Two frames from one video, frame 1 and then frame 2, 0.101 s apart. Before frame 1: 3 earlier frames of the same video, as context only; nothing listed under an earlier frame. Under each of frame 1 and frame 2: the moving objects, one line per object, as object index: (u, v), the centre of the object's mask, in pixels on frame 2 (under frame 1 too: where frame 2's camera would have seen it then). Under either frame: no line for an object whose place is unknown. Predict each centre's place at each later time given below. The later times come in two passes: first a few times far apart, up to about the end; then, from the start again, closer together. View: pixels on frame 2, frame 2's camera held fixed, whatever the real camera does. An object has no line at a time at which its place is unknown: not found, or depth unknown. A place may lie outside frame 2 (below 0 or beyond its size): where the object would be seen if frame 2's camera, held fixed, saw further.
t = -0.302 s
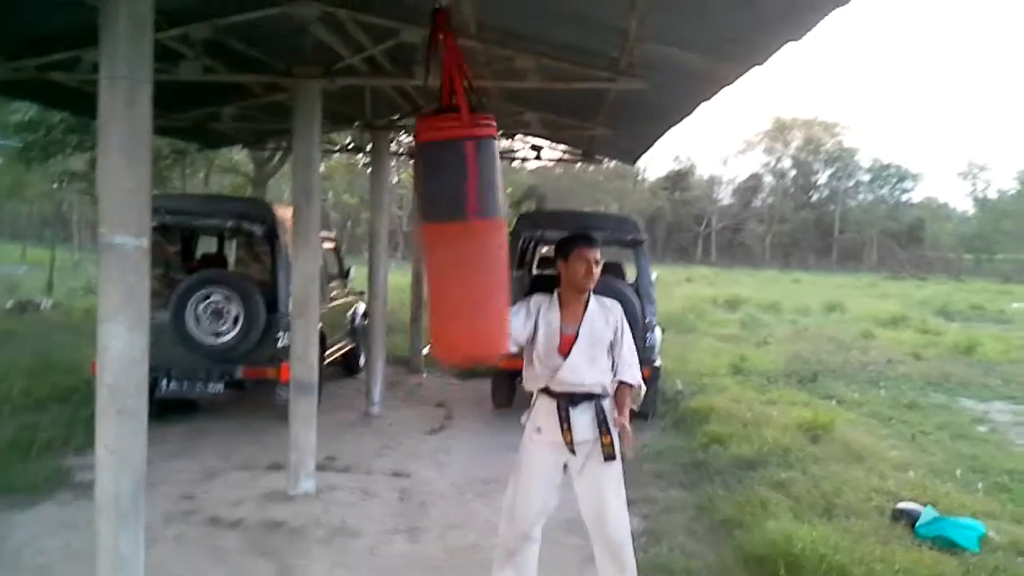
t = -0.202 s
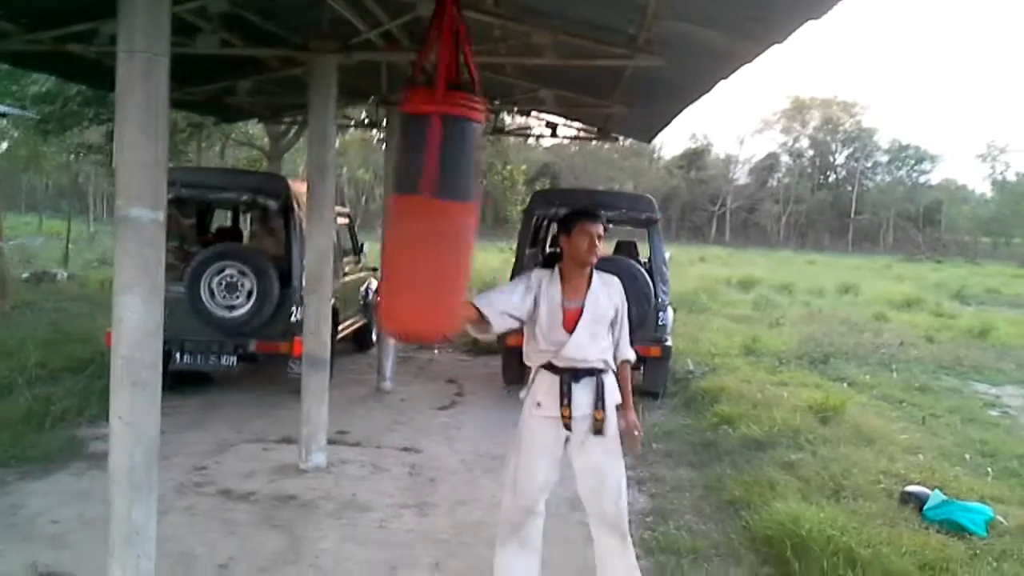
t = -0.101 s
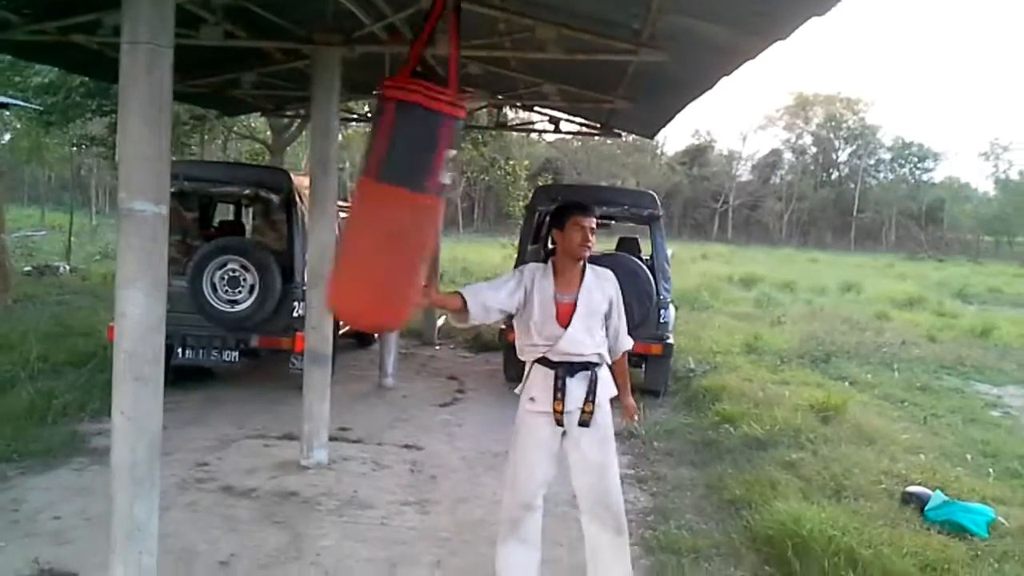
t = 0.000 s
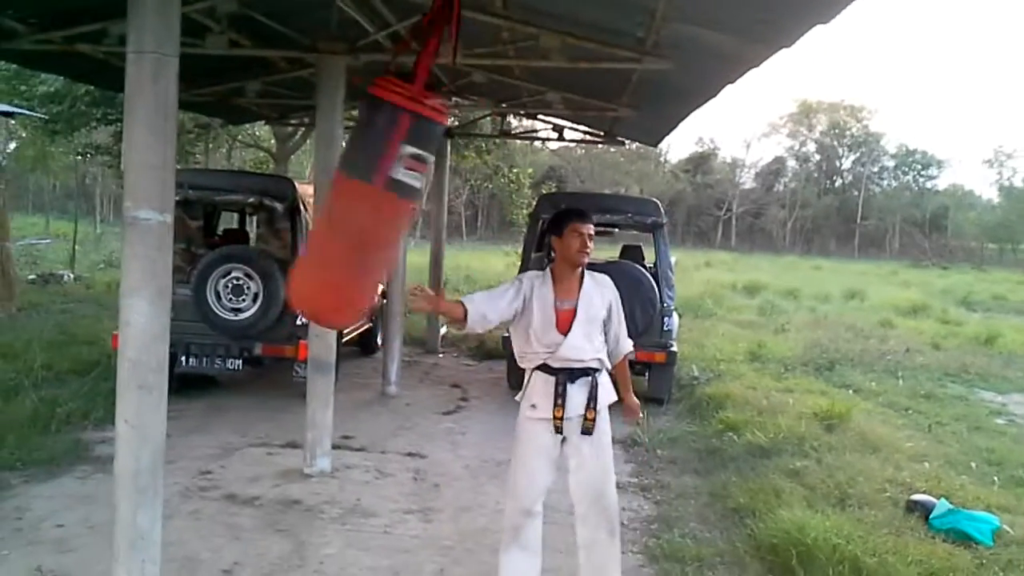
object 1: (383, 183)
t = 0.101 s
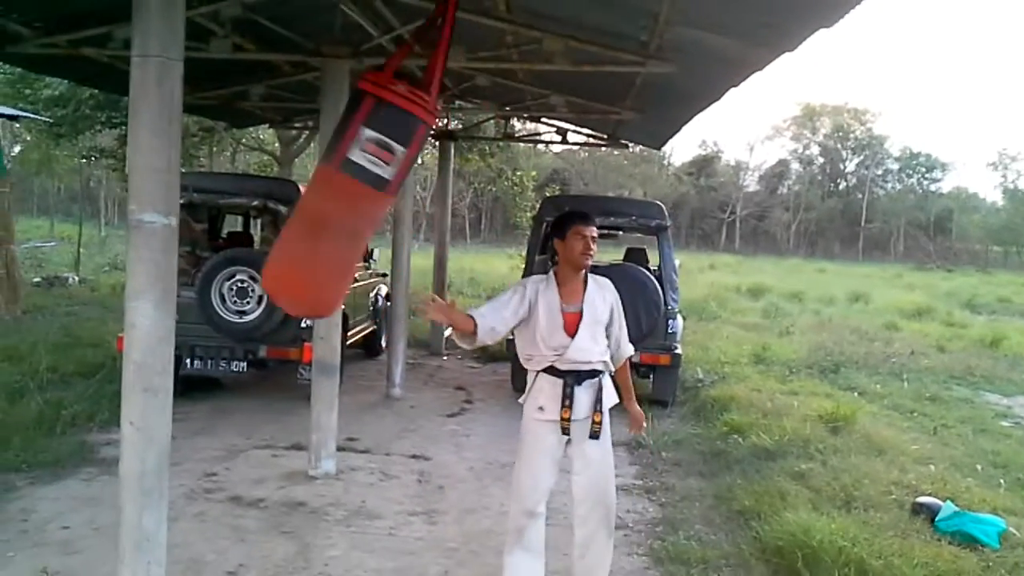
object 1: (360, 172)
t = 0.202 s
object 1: (354, 169)
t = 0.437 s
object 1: (355, 181)
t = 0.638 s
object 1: (415, 194)
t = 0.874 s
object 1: (496, 200)
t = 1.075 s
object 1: (550, 184)
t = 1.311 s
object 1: (570, 180)
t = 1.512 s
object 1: (543, 189)
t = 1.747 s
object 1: (473, 199)
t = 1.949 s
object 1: (406, 190)
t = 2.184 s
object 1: (357, 174)
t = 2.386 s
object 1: (358, 170)
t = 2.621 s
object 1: (409, 189)
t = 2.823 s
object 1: (472, 201)
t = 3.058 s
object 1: (538, 191)
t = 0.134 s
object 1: (356, 172)
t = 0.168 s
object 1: (354, 170)
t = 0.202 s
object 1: (354, 169)
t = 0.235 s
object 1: (352, 168)
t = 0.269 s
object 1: (350, 171)
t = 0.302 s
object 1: (346, 171)
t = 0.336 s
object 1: (347, 177)
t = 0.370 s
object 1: (348, 179)
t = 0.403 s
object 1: (348, 185)
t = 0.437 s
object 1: (355, 181)
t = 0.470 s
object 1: (364, 183)
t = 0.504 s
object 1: (372, 184)
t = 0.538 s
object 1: (381, 190)
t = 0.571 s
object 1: (391, 190)
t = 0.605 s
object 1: (402, 196)
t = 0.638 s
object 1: (415, 194)
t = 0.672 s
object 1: (427, 197)
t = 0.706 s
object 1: (436, 199)
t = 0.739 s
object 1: (448, 200)
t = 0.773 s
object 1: (459, 202)
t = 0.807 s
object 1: (471, 202)
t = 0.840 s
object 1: (481, 204)
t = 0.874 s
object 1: (496, 200)
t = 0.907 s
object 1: (507, 199)
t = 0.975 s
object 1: (526, 192)
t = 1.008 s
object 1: (535, 192)
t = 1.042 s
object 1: (543, 188)
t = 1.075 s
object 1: (550, 184)
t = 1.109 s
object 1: (556, 182)
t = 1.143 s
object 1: (560, 181)
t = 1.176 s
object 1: (564, 181)
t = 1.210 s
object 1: (566, 181)
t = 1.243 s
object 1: (568, 180)
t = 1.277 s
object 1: (570, 179)
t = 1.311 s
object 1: (570, 180)
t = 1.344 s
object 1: (568, 180)
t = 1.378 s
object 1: (564, 181)
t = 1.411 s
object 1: (560, 183)
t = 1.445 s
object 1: (555, 185)
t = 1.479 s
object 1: (549, 187)
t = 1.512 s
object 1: (543, 189)
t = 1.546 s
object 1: (534, 191)
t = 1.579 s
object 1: (525, 193)
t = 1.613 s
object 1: (516, 194)
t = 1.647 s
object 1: (506, 195)
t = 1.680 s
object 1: (496, 196)
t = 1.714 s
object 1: (484, 199)
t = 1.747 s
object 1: (473, 199)
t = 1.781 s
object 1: (461, 197)
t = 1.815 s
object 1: (448, 197)
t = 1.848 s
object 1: (437, 195)
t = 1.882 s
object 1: (425, 195)
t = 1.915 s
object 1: (416, 193)
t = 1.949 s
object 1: (406, 190)
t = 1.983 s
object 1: (396, 187)
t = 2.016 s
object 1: (387, 186)
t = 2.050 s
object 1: (378, 183)
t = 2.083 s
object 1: (371, 180)
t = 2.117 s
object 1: (366, 176)
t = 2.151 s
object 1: (361, 174)
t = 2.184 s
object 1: (357, 174)
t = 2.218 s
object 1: (355, 171)
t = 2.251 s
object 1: (353, 172)
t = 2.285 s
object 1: (353, 170)
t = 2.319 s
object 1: (354, 169)
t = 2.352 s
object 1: (355, 169)
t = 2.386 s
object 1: (358, 170)
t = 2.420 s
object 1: (362, 171)
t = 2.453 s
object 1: (367, 174)
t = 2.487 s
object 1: (373, 177)
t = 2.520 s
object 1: (381, 181)
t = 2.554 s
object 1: (390, 183)
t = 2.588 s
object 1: (399, 188)
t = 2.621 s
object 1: (409, 189)
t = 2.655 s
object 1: (419, 192)
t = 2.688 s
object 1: (429, 192)
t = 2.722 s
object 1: (439, 193)
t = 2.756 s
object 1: (450, 194)
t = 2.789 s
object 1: (462, 200)
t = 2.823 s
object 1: (472, 201)
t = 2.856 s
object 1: (484, 201)
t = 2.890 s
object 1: (494, 201)
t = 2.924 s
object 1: (505, 200)
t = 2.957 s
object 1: (515, 196)
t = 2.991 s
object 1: (523, 194)
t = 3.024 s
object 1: (531, 193)
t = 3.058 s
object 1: (538, 191)
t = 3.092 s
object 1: (545, 187)
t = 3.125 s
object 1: (551, 185)
